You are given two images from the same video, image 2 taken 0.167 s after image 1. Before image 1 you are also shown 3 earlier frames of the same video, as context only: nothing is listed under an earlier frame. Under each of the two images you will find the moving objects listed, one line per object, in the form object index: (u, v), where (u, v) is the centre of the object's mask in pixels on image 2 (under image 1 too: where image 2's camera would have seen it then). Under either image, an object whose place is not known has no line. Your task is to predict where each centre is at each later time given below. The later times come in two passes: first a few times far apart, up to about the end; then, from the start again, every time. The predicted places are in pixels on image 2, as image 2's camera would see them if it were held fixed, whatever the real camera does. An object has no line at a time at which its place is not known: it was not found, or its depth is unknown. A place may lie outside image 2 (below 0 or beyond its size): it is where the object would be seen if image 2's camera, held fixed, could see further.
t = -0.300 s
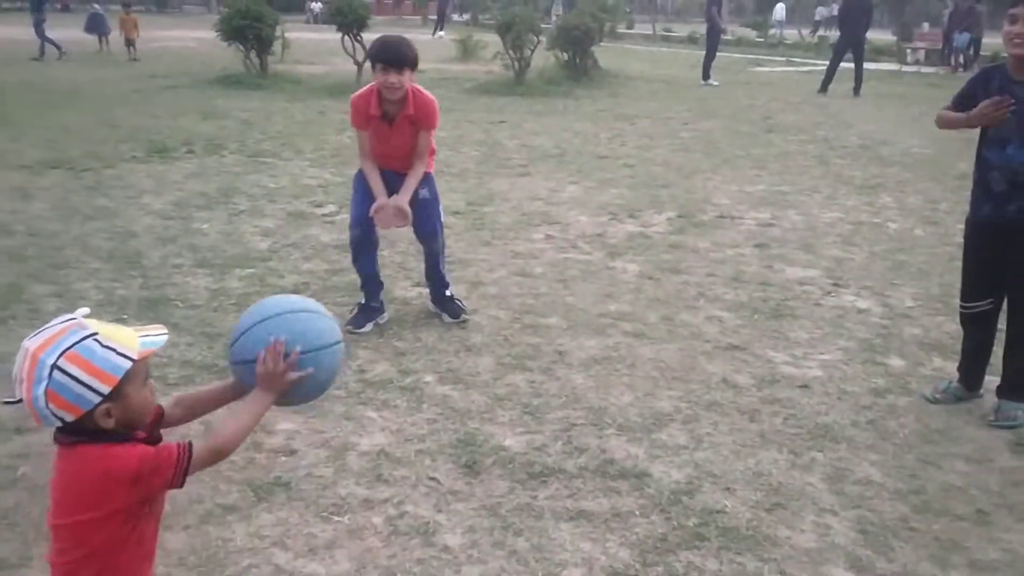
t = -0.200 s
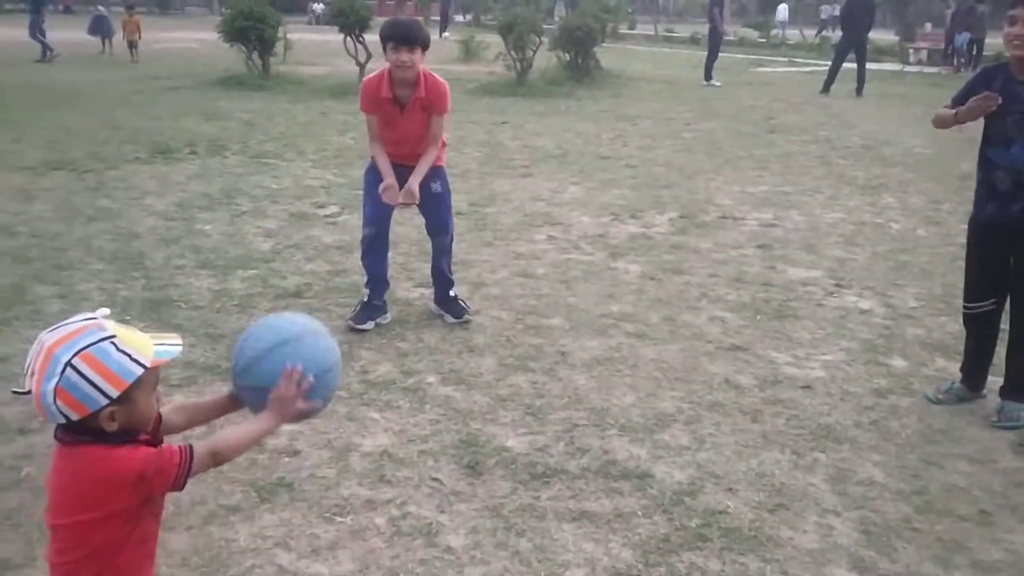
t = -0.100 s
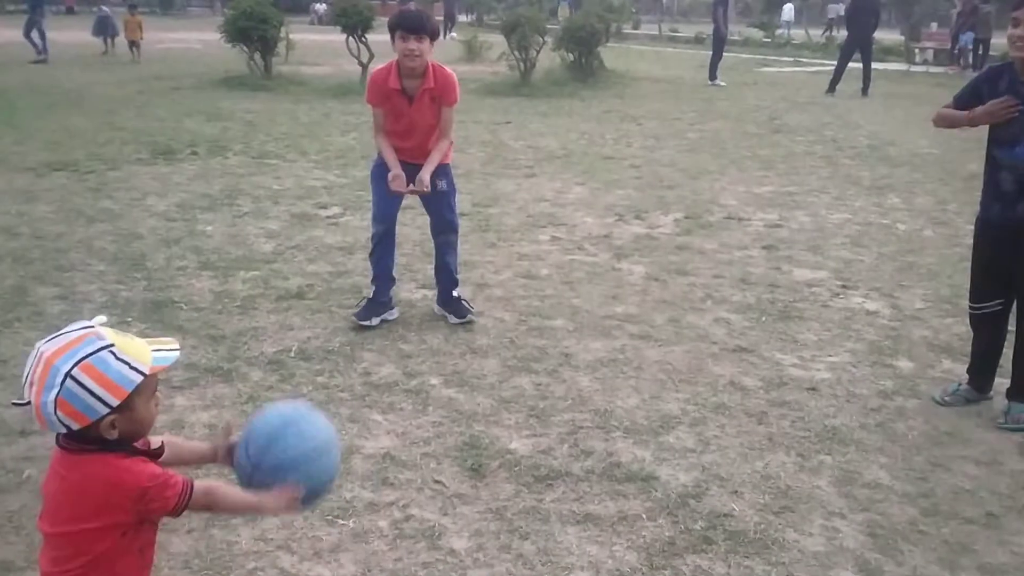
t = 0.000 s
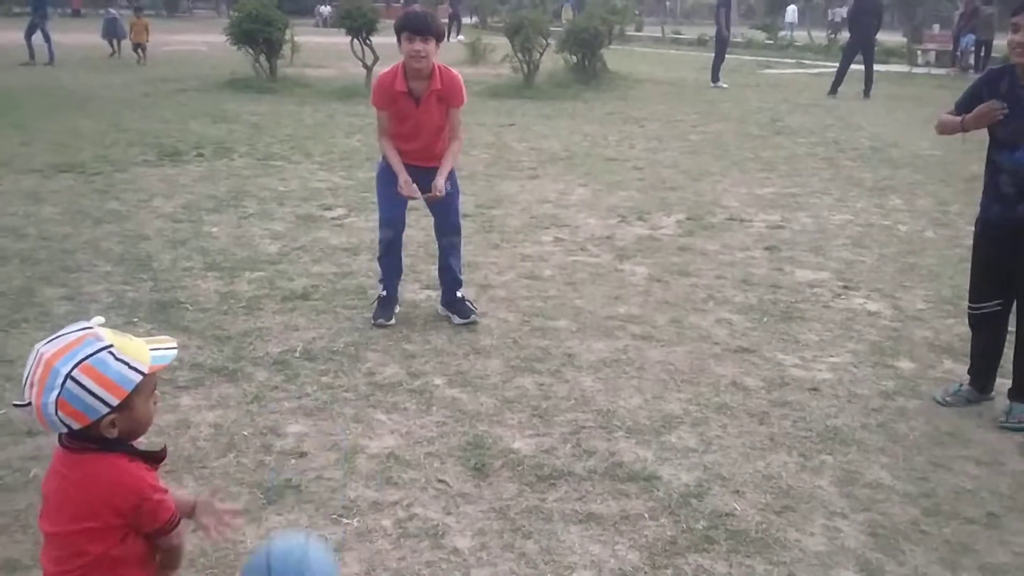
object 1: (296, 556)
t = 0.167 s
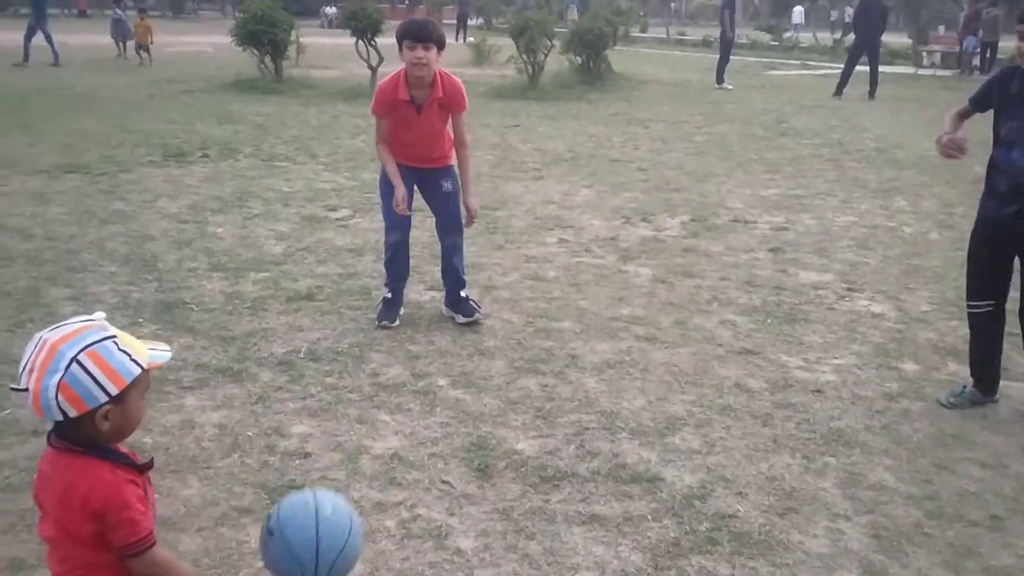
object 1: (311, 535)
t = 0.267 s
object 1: (329, 484)
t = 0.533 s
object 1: (387, 549)
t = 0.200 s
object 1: (317, 516)
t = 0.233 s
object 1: (323, 498)
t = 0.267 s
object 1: (329, 484)
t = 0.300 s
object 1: (336, 476)
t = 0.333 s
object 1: (342, 473)
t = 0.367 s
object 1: (349, 475)
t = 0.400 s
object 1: (356, 483)
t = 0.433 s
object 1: (363, 497)
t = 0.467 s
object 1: (372, 517)
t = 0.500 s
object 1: (379, 534)
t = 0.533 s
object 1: (387, 549)
